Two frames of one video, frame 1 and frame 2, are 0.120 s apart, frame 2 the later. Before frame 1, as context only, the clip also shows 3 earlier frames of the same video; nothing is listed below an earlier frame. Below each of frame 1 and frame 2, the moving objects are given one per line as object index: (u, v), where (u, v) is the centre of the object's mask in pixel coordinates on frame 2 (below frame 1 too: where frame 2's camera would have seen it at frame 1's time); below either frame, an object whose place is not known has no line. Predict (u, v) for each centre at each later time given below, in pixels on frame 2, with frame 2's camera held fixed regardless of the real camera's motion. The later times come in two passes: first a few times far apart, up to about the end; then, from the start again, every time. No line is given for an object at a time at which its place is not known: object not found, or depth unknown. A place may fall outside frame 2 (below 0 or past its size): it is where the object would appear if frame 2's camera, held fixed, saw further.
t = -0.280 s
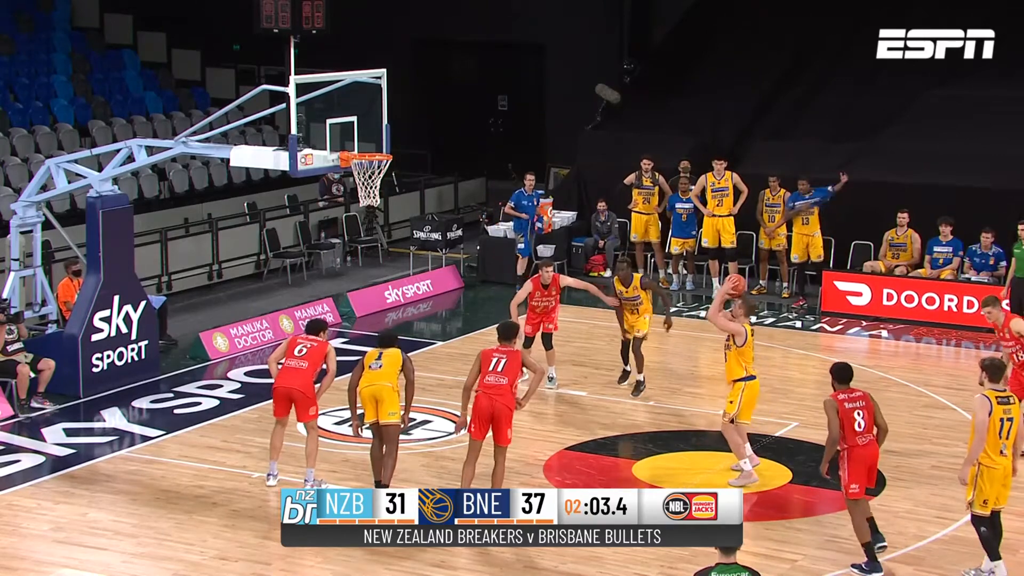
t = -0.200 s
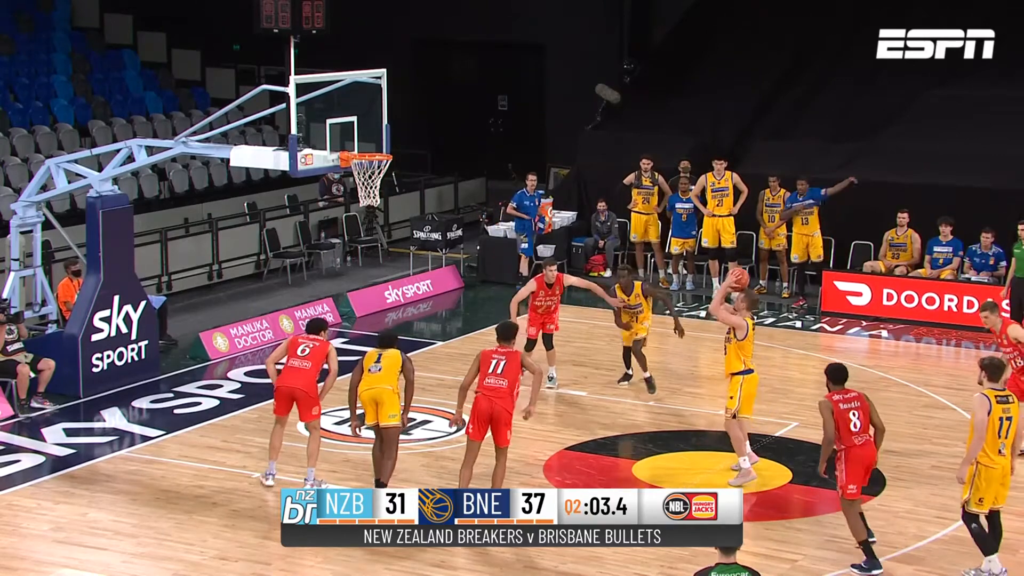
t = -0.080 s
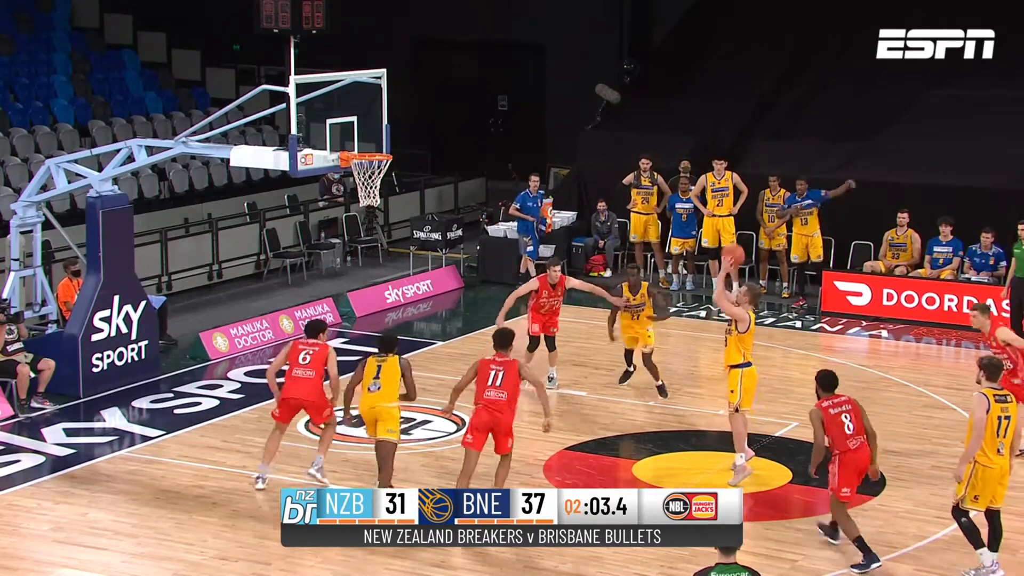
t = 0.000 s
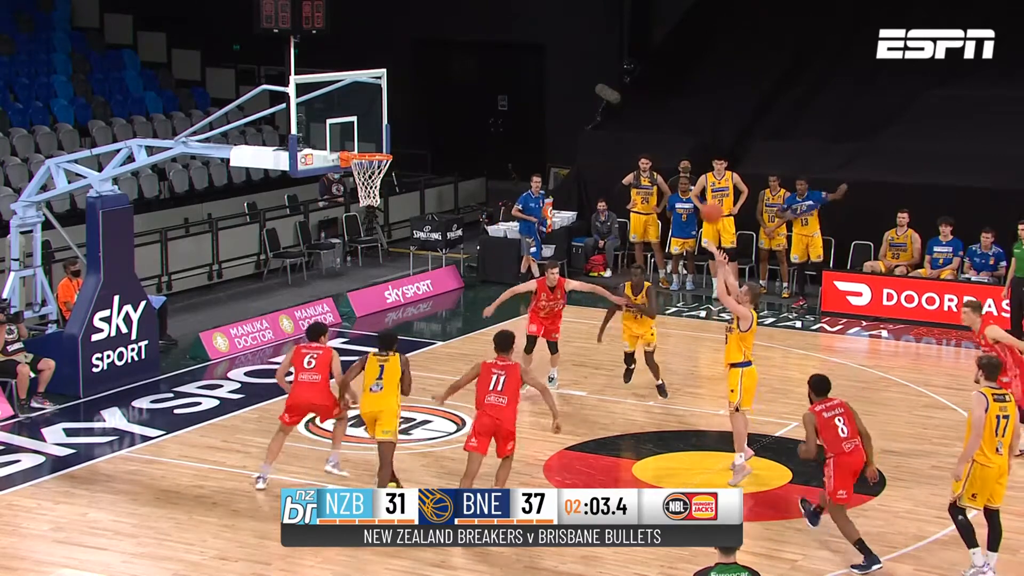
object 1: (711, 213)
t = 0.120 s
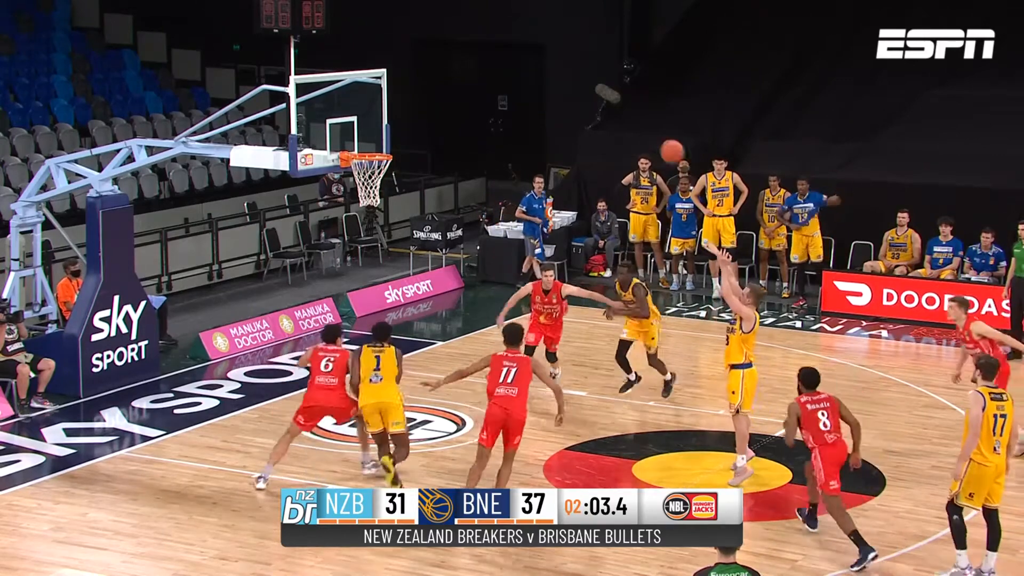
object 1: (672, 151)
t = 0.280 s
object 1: (620, 92)
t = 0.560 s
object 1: (532, 48)
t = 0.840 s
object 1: (448, 75)
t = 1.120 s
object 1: (374, 145)
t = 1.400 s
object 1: (372, 132)
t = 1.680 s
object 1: (412, 167)
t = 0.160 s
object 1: (659, 134)
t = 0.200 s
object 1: (646, 119)
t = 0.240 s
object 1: (633, 105)
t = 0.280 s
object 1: (620, 92)
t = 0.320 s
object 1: (608, 81)
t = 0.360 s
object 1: (595, 72)
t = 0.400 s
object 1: (582, 64)
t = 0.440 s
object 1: (569, 58)
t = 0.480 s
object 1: (557, 53)
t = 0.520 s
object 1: (544, 50)
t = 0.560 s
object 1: (532, 48)
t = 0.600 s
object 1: (520, 48)
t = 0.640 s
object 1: (508, 49)
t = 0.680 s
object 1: (495, 51)
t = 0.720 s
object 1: (483, 55)
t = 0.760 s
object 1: (471, 60)
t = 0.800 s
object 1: (460, 67)
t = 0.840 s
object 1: (448, 75)
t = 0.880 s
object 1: (437, 85)
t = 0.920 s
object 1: (425, 96)
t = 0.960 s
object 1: (414, 108)
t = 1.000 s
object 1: (402, 121)
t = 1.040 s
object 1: (391, 135)
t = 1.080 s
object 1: (381, 148)
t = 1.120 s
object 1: (374, 145)
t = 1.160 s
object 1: (367, 144)
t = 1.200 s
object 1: (360, 143)
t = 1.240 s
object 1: (353, 143)
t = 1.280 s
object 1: (355, 138)
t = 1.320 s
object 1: (360, 135)
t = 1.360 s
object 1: (366, 133)
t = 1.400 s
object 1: (372, 132)
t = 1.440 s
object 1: (377, 133)
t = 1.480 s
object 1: (383, 135)
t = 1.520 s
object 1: (389, 139)
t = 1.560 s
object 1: (395, 143)
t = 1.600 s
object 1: (400, 150)
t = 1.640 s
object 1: (406, 158)
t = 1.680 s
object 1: (412, 167)
